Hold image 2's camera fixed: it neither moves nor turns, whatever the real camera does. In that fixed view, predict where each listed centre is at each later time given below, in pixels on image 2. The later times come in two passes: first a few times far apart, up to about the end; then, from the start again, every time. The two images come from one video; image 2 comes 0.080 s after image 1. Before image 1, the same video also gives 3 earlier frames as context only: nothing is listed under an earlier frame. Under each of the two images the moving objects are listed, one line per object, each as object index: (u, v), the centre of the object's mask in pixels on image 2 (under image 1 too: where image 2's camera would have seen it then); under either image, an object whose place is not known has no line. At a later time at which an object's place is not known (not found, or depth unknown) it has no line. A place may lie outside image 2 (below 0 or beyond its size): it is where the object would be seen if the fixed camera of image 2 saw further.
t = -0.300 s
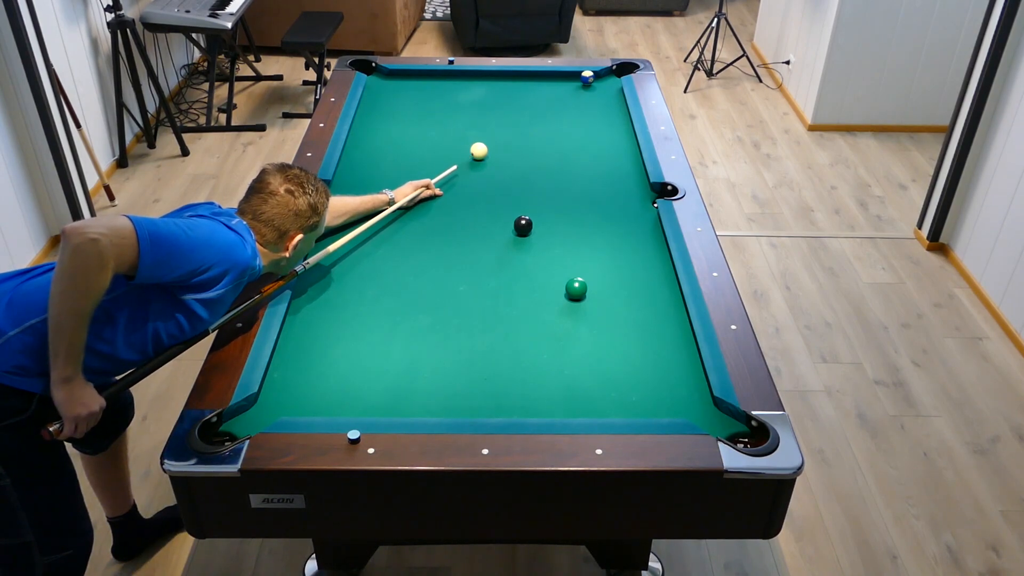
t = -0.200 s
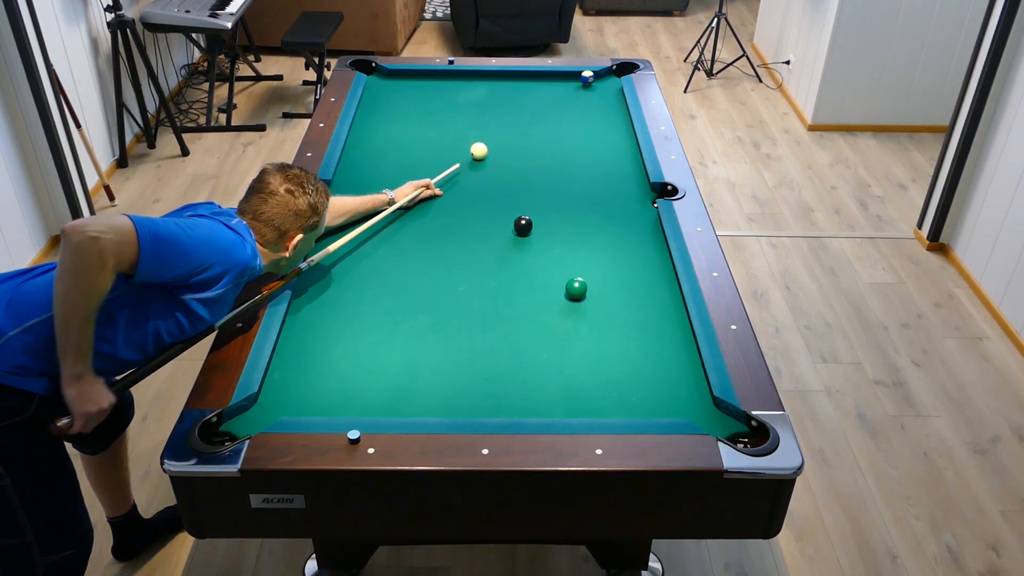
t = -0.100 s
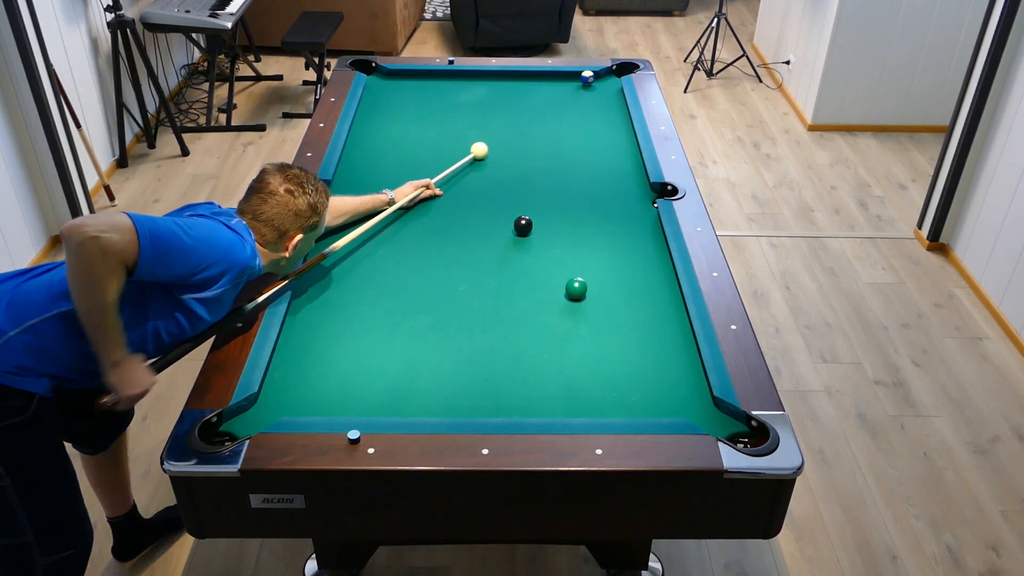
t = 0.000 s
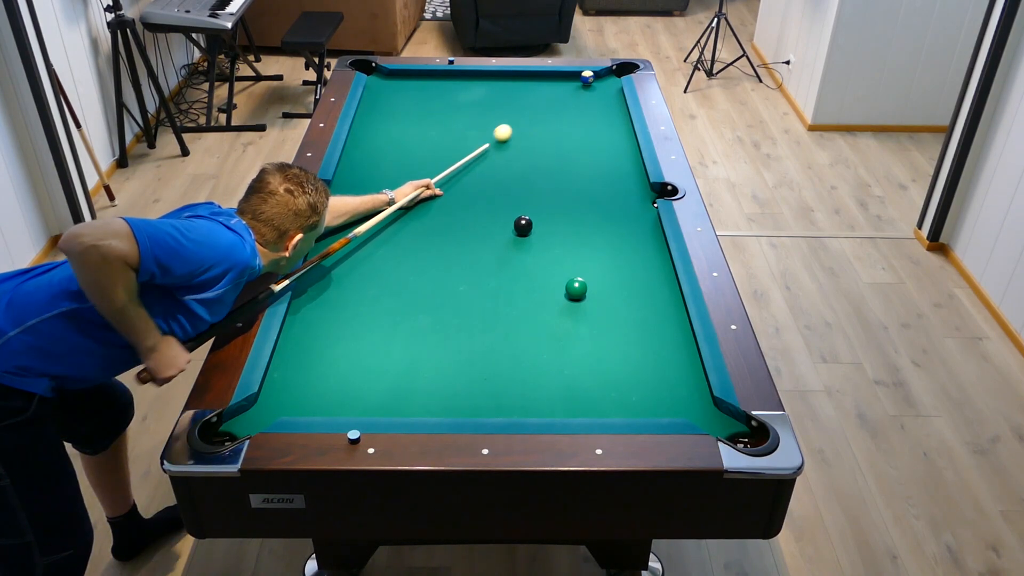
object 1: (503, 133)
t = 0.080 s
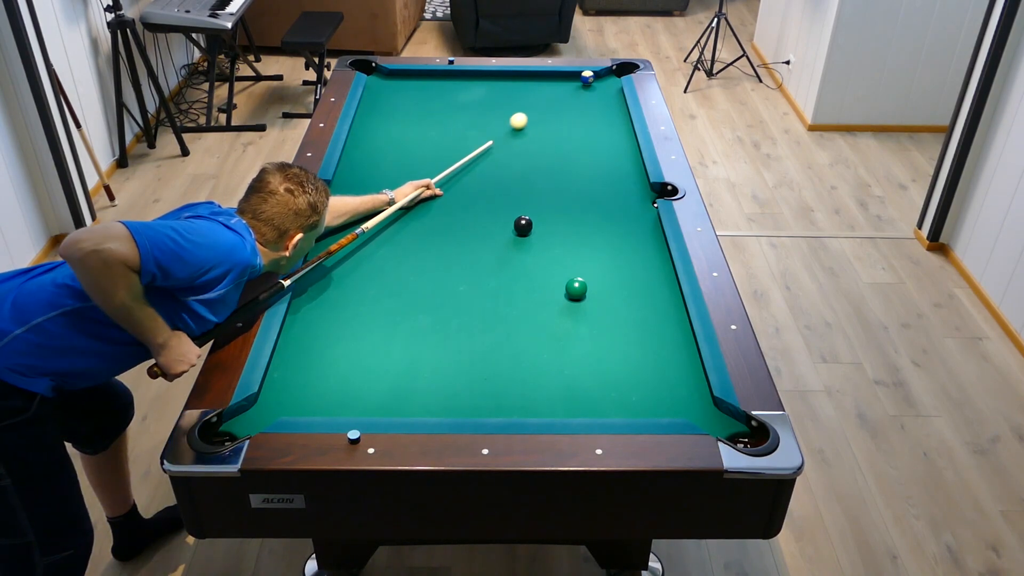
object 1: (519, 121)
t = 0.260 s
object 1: (547, 100)
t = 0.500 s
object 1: (571, 77)
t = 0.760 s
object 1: (567, 83)
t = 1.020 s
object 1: (565, 93)
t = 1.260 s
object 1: (563, 101)
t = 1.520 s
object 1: (560, 110)
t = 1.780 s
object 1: (558, 118)
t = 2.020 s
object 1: (555, 126)
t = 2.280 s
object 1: (553, 134)
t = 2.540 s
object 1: (551, 142)
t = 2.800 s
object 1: (549, 149)
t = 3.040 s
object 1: (547, 155)
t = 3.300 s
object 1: (546, 162)
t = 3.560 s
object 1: (545, 167)
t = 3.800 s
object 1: (544, 172)
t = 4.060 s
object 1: (543, 177)
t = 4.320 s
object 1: (542, 181)
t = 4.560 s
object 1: (541, 184)
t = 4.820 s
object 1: (540, 186)
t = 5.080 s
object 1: (539, 188)
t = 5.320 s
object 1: (538, 188)
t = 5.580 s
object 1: (538, 188)
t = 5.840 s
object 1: (538, 188)
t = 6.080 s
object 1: (538, 188)
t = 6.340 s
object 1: (538, 188)
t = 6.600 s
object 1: (538, 188)
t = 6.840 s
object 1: (538, 188)
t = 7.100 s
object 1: (538, 188)
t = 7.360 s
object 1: (538, 188)
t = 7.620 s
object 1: (538, 188)
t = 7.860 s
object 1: (538, 188)
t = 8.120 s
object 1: (538, 188)
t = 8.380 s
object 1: (538, 188)
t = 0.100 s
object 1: (522, 118)
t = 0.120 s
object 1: (525, 116)
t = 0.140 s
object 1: (529, 113)
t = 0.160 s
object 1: (532, 111)
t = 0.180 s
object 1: (535, 109)
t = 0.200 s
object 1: (538, 106)
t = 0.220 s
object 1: (541, 104)
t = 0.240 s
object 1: (544, 102)
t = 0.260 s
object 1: (547, 100)
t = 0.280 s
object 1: (550, 97)
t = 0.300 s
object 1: (553, 95)
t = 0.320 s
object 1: (556, 93)
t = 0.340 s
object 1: (559, 91)
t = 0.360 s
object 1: (562, 89)
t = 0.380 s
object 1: (564, 87)
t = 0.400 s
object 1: (567, 85)
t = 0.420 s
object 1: (570, 83)
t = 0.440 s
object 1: (573, 81)
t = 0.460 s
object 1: (574, 79)
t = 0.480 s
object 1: (573, 78)
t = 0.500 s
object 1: (571, 77)
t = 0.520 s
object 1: (570, 75)
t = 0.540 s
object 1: (570, 75)
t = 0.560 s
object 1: (569, 75)
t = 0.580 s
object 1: (569, 76)
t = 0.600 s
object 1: (569, 77)
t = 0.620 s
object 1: (568, 78)
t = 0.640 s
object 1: (568, 79)
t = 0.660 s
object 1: (568, 79)
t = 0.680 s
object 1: (568, 80)
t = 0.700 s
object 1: (568, 81)
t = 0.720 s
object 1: (567, 82)
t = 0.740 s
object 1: (567, 82)
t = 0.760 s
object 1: (567, 83)
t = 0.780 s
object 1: (567, 84)
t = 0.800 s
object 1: (567, 85)
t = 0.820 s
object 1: (567, 85)
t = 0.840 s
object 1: (566, 86)
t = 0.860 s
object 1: (566, 87)
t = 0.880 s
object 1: (566, 87)
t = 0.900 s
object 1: (566, 88)
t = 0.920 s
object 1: (566, 89)
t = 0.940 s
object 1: (566, 90)
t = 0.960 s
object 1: (565, 90)
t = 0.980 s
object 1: (565, 91)
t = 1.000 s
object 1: (565, 92)
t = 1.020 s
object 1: (565, 93)
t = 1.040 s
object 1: (565, 93)
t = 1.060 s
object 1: (564, 94)
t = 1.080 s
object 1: (564, 95)
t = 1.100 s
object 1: (564, 95)
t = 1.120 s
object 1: (564, 96)
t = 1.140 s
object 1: (564, 97)
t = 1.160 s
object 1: (564, 97)
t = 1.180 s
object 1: (563, 98)
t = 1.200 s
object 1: (563, 99)
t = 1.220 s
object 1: (563, 99)
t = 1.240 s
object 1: (563, 100)
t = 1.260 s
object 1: (563, 101)
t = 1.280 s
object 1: (562, 101)
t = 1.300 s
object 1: (562, 102)
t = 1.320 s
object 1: (562, 103)
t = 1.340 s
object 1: (562, 103)
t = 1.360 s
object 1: (562, 104)
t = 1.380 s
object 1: (562, 105)
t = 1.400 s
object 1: (561, 106)
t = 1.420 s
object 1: (561, 106)
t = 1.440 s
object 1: (561, 107)
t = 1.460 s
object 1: (561, 108)
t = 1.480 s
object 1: (561, 108)
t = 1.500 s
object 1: (560, 109)
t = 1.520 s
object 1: (560, 110)
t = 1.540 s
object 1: (560, 110)
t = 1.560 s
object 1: (560, 111)
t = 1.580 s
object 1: (560, 112)
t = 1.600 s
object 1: (559, 112)
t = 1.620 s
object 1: (559, 113)
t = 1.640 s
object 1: (559, 114)
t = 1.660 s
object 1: (559, 114)
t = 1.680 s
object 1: (559, 115)
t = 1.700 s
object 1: (559, 116)
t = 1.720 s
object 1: (558, 116)
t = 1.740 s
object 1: (558, 117)
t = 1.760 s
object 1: (558, 118)
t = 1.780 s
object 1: (558, 118)
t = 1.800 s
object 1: (558, 119)
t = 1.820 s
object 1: (557, 120)
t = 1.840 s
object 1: (557, 120)
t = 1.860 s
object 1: (557, 121)
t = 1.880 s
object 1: (557, 121)
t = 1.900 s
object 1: (556, 122)
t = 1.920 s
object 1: (556, 123)
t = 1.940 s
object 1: (556, 124)
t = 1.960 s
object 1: (556, 124)
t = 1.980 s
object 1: (556, 125)
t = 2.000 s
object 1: (556, 125)
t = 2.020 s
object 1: (555, 126)
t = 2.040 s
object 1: (555, 127)
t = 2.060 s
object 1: (555, 127)
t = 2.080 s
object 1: (555, 128)
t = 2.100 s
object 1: (555, 129)
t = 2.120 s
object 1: (554, 129)
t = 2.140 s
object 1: (554, 130)
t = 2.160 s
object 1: (554, 130)
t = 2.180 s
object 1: (554, 131)
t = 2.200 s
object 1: (554, 132)
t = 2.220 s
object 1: (554, 132)
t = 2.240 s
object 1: (553, 133)
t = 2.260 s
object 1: (553, 134)
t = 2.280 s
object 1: (553, 134)
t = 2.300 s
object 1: (553, 135)
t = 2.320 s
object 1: (553, 135)
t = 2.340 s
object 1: (552, 136)
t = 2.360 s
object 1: (552, 137)
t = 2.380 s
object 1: (552, 137)
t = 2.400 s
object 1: (552, 138)
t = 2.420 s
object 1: (552, 138)
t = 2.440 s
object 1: (552, 139)
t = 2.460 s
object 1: (551, 139)
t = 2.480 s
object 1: (551, 140)
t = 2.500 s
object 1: (551, 141)
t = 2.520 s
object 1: (551, 141)
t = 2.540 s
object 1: (551, 142)
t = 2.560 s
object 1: (551, 142)
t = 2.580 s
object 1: (550, 143)
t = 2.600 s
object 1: (550, 143)
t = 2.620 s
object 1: (550, 144)
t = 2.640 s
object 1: (550, 145)
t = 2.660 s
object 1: (550, 145)
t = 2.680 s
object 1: (550, 146)
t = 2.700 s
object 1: (550, 146)
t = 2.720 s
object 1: (549, 147)
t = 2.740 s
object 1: (549, 147)
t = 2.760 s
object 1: (549, 148)
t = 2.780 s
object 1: (549, 148)
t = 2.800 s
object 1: (549, 149)
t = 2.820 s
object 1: (549, 149)
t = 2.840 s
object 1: (549, 150)
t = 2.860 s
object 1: (548, 151)
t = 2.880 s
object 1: (548, 151)
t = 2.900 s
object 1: (548, 152)
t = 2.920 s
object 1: (548, 152)
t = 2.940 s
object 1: (548, 153)
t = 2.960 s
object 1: (548, 153)
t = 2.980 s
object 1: (548, 154)
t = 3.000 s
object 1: (548, 154)
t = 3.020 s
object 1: (547, 155)
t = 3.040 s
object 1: (547, 155)
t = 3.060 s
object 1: (547, 156)
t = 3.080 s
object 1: (547, 156)
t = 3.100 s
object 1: (547, 157)
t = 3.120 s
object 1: (547, 157)
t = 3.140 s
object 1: (547, 158)
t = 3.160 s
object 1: (547, 158)
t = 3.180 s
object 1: (546, 159)
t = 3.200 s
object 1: (546, 159)
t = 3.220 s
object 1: (546, 160)
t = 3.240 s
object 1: (546, 160)
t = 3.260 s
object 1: (546, 161)
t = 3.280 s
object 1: (546, 161)
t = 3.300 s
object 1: (546, 162)
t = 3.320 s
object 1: (546, 162)
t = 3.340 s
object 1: (546, 163)
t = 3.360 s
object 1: (546, 163)
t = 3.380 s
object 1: (546, 164)
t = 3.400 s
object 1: (546, 164)
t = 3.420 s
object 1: (545, 165)
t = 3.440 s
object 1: (545, 165)
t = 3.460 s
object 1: (545, 165)
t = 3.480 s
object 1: (545, 166)
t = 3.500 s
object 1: (545, 166)
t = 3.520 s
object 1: (545, 167)
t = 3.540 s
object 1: (545, 167)
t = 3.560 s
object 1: (545, 167)
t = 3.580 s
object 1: (545, 168)
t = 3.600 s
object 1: (545, 168)
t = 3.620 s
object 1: (544, 169)
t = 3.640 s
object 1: (544, 169)
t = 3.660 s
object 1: (544, 169)
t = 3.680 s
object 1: (544, 170)
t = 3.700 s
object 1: (544, 170)
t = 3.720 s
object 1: (544, 171)
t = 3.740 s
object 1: (544, 171)
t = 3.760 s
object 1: (544, 171)
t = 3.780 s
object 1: (544, 172)
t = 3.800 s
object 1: (544, 172)
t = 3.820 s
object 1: (543, 173)
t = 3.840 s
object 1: (543, 173)
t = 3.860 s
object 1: (543, 173)
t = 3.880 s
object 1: (543, 174)
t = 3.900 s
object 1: (543, 174)
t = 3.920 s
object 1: (543, 174)
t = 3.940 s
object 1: (543, 175)
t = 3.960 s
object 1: (543, 175)
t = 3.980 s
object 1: (543, 175)
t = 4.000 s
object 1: (543, 176)
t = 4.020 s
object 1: (543, 176)
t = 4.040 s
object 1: (543, 176)
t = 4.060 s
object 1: (543, 177)
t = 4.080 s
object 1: (542, 177)
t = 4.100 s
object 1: (542, 177)
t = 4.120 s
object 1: (542, 178)
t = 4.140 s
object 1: (542, 178)
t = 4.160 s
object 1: (542, 178)
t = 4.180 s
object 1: (542, 178)
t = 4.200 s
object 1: (542, 179)
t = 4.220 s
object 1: (542, 179)
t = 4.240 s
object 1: (542, 179)
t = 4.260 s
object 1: (542, 180)
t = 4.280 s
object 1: (542, 180)
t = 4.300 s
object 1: (542, 180)
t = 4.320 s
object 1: (542, 181)
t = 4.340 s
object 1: (542, 181)
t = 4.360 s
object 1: (542, 181)
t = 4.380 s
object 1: (541, 181)
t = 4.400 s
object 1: (541, 182)
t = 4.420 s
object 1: (541, 182)
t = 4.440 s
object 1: (541, 182)
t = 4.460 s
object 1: (541, 182)
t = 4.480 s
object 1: (541, 183)
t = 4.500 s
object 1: (541, 183)
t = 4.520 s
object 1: (541, 183)
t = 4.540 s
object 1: (541, 183)
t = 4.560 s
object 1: (541, 184)
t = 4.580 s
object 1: (541, 184)
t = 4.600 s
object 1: (541, 184)
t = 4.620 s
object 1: (541, 184)
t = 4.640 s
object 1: (540, 184)
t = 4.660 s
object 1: (540, 184)
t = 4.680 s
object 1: (540, 185)
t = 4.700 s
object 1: (540, 185)
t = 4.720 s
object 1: (540, 185)
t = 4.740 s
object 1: (540, 185)
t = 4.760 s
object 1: (540, 185)
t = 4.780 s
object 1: (540, 185)
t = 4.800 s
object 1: (540, 186)
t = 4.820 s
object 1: (540, 186)
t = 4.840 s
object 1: (540, 186)
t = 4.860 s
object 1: (540, 186)
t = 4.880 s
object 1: (540, 186)
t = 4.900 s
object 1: (540, 186)
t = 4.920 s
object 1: (540, 186)
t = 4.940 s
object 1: (540, 187)
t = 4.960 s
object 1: (540, 187)
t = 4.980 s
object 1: (540, 187)
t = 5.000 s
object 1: (539, 187)
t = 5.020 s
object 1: (539, 187)
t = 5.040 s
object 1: (539, 187)
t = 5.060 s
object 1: (539, 187)
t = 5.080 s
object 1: (539, 188)
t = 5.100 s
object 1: (539, 188)
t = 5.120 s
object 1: (539, 188)
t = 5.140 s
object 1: (539, 188)
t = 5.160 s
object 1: (539, 188)
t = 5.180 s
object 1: (539, 188)
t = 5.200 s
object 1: (539, 188)
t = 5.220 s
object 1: (539, 188)
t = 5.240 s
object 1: (539, 188)
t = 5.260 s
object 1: (539, 188)
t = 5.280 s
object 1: (538, 188)
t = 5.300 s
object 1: (538, 188)
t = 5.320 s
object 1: (538, 188)
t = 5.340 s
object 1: (538, 188)
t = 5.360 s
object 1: (538, 188)
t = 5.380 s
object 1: (538, 188)
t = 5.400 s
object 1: (538, 188)
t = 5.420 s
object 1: (538, 188)
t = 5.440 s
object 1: (538, 188)
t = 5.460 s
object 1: (538, 188)
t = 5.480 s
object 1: (538, 188)
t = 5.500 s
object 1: (538, 188)
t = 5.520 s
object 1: (538, 188)
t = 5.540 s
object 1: (538, 188)
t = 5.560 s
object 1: (538, 188)
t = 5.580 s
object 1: (538, 188)
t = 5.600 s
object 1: (538, 188)
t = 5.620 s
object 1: (538, 188)
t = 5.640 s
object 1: (538, 188)
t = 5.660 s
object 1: (538, 188)
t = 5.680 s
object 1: (538, 188)
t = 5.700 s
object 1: (538, 188)
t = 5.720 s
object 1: (538, 188)
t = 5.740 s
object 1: (538, 188)
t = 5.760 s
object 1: (538, 188)
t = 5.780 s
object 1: (538, 188)
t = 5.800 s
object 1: (538, 188)
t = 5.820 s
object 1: (538, 188)
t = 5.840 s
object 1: (538, 188)
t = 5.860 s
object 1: (538, 188)
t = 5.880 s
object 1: (538, 188)
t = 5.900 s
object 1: (538, 188)
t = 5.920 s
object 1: (538, 188)
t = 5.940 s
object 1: (538, 188)
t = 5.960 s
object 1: (538, 188)
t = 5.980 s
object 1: (538, 188)
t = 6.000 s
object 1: (538, 188)
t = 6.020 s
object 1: (538, 188)
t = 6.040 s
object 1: (538, 188)
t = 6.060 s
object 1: (538, 188)
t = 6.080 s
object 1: (538, 188)
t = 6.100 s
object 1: (538, 188)
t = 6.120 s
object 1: (538, 188)
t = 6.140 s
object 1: (538, 188)
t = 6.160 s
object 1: (538, 188)
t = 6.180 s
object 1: (538, 188)
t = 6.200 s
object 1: (538, 188)
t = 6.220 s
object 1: (538, 188)
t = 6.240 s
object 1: (538, 188)
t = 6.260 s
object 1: (538, 188)
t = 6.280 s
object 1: (538, 188)
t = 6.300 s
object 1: (538, 188)
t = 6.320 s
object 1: (538, 188)
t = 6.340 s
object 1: (538, 188)
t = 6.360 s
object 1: (538, 188)
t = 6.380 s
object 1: (538, 188)
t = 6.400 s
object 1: (538, 188)
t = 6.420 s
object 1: (538, 188)
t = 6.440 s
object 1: (538, 188)
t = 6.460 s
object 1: (538, 188)
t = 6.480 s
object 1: (538, 188)
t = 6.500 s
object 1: (538, 188)
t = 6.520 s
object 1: (538, 188)
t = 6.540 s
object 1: (538, 188)
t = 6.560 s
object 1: (538, 188)
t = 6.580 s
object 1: (538, 188)
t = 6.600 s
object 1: (538, 188)
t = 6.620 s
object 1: (538, 188)
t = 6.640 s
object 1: (538, 188)
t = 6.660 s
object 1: (538, 188)
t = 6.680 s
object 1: (538, 188)
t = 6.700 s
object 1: (538, 188)
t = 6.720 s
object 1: (538, 188)
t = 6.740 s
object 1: (538, 188)
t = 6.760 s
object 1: (538, 188)
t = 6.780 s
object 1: (538, 188)
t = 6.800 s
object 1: (538, 188)
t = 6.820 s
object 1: (538, 188)
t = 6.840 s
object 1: (538, 188)
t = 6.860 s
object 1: (538, 188)
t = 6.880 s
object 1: (538, 188)
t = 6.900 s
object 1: (538, 188)
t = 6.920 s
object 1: (538, 188)
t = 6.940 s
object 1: (538, 188)
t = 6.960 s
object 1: (538, 188)
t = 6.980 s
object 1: (538, 188)
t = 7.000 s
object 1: (538, 188)
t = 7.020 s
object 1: (538, 188)
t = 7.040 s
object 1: (538, 188)
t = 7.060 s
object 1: (538, 188)
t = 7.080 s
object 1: (538, 188)
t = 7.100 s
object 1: (538, 188)
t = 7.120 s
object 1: (538, 188)
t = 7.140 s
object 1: (538, 188)
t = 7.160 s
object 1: (538, 188)
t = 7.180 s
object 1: (538, 188)
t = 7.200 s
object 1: (538, 188)
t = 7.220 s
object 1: (538, 188)
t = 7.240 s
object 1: (538, 188)
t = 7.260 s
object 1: (538, 188)
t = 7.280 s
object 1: (538, 188)
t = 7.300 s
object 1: (538, 188)
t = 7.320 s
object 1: (538, 188)
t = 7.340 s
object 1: (538, 188)
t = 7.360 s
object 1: (538, 188)
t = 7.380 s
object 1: (538, 188)
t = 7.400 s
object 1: (538, 188)
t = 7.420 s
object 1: (538, 188)
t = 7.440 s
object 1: (538, 188)
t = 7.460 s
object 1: (538, 188)
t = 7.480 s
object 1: (538, 188)
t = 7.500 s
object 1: (538, 188)
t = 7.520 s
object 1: (538, 188)
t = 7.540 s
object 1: (538, 188)
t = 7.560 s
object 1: (538, 188)
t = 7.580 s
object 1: (538, 188)
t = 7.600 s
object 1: (538, 188)
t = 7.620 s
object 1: (538, 188)
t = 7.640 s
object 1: (538, 188)
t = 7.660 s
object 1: (538, 188)
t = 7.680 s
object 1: (538, 188)
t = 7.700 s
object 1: (538, 188)
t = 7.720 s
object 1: (538, 188)
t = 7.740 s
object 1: (538, 188)
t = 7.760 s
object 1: (538, 188)
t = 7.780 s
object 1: (538, 188)
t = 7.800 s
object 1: (538, 188)
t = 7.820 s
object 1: (538, 188)
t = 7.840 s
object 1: (538, 188)
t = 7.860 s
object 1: (538, 188)
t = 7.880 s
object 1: (538, 188)
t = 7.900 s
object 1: (538, 188)
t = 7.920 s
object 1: (538, 188)
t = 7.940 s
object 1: (538, 188)
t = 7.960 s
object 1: (538, 188)
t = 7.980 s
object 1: (538, 188)
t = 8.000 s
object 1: (538, 188)
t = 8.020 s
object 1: (538, 188)
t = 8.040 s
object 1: (538, 188)
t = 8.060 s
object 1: (538, 188)
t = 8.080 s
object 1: (538, 188)
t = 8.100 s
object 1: (538, 188)
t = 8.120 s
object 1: (538, 188)
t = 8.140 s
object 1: (538, 188)
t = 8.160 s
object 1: (538, 188)
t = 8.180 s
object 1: (538, 188)
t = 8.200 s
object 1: (538, 188)
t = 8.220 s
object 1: (538, 188)
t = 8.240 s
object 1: (538, 188)
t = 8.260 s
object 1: (538, 188)
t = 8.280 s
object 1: (538, 188)
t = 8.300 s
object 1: (538, 188)
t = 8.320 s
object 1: (538, 188)
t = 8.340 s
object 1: (538, 188)
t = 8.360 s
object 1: (538, 188)
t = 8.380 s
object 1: (538, 188)
